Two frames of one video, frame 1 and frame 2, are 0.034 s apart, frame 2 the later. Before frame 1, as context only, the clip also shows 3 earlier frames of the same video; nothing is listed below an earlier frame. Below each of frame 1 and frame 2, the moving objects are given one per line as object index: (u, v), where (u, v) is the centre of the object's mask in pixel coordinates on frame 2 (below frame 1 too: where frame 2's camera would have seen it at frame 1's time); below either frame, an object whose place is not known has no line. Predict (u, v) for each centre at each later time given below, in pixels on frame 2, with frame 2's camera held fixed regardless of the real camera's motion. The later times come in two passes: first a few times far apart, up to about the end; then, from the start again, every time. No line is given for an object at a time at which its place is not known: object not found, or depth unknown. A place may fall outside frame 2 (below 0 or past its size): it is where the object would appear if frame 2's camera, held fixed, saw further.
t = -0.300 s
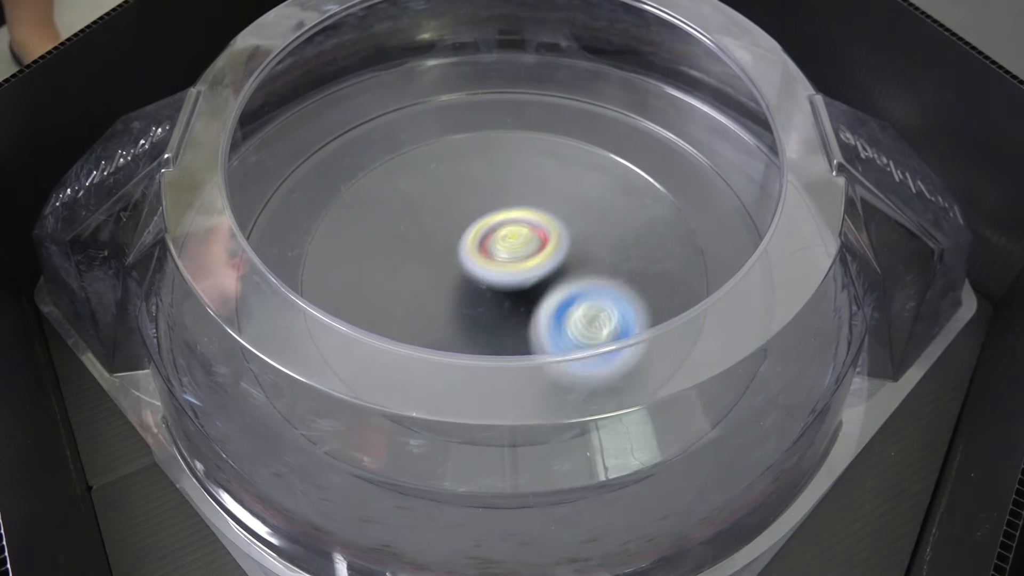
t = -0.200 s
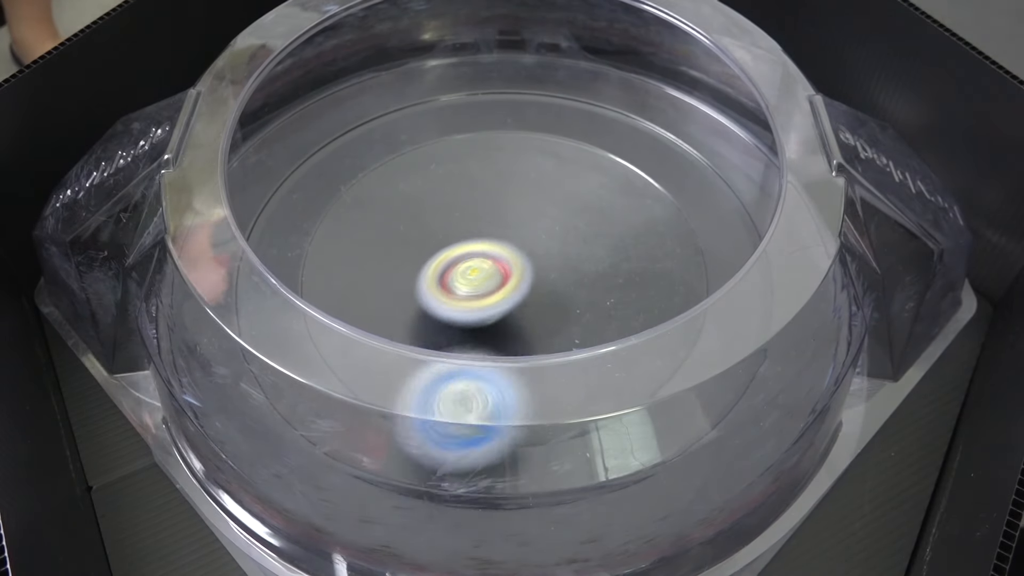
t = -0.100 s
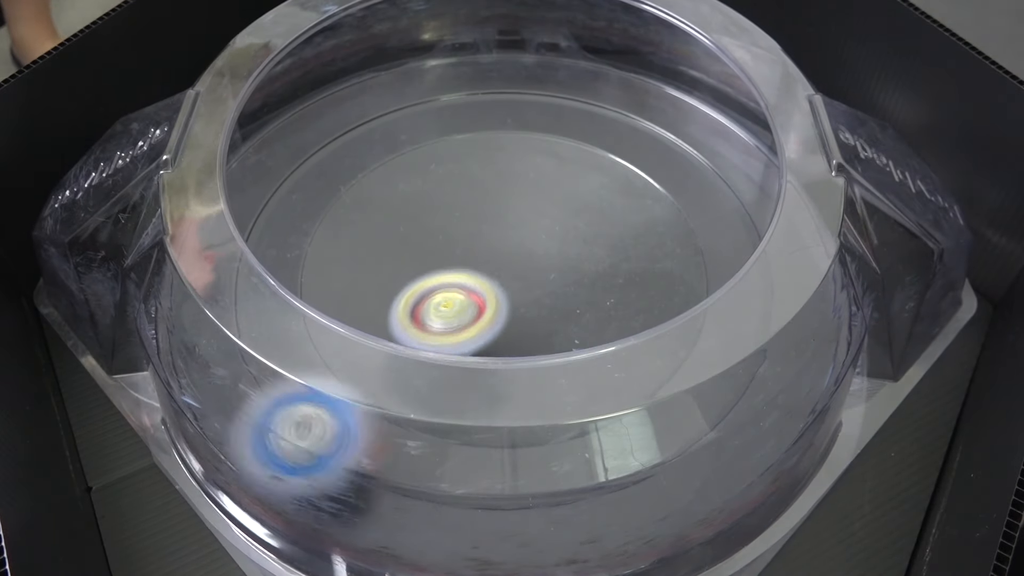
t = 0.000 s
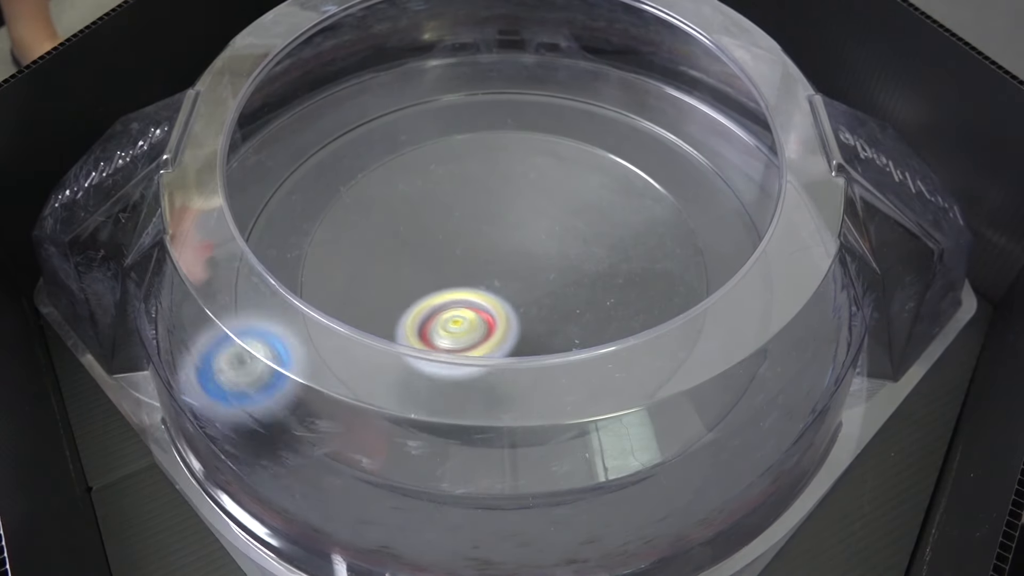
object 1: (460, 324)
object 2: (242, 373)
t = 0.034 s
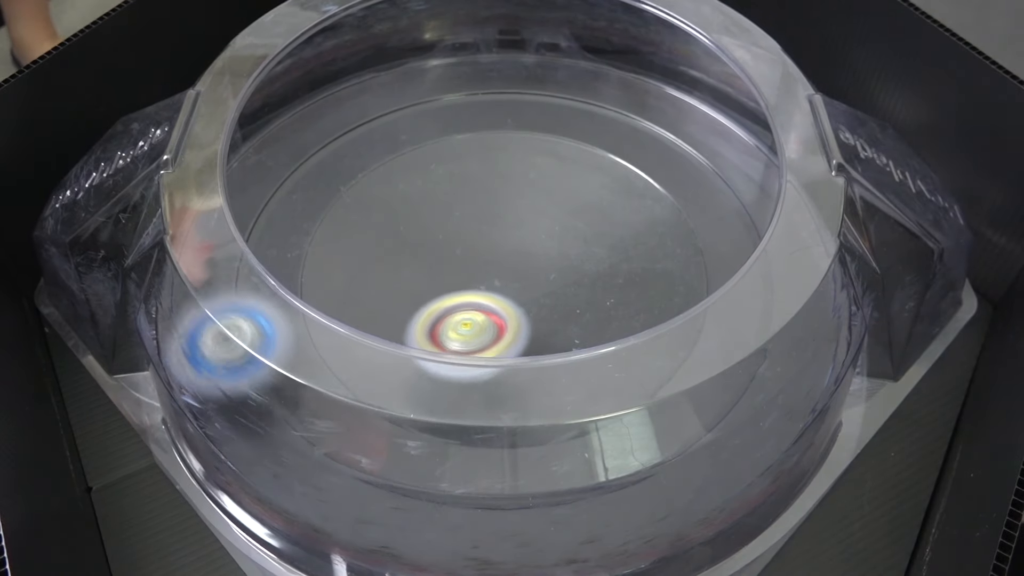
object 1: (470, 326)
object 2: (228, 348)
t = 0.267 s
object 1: (549, 284)
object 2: (197, 186)
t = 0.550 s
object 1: (479, 196)
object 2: (355, 215)
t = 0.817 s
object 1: (634, 233)
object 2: (407, 232)
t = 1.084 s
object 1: (523, 339)
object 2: (597, 188)
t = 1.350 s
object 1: (473, 293)
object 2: (578, 351)
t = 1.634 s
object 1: (491, 225)
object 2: (238, 332)
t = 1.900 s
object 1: (472, 290)
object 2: (212, 178)
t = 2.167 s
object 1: (567, 256)
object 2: (449, 251)
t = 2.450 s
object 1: (664, 134)
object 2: (565, 298)
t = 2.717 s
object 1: (584, 82)
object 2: (405, 357)
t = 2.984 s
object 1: (525, 81)
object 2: (399, 182)
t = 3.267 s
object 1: (552, 81)
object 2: (665, 261)
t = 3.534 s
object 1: (567, 84)
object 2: (605, 467)
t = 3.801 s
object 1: (581, 85)
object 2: (422, 441)
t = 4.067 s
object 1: (616, 92)
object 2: (423, 332)
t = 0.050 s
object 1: (476, 326)
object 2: (219, 335)
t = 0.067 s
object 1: (483, 326)
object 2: (215, 324)
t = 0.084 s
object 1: (490, 326)
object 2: (210, 311)
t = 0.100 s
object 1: (497, 325)
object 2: (206, 300)
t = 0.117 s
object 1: (505, 324)
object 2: (202, 288)
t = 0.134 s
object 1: (512, 323)
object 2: (198, 277)
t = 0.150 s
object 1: (519, 321)
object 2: (191, 266)
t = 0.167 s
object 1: (526, 318)
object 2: (190, 256)
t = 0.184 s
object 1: (533, 315)
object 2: (175, 242)
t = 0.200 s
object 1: (538, 311)
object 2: (170, 232)
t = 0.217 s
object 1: (544, 305)
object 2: (174, 223)
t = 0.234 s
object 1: (547, 299)
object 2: (181, 204)
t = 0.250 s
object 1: (548, 292)
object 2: (190, 195)
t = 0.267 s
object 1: (549, 284)
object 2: (197, 186)
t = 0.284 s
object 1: (549, 277)
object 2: (207, 178)
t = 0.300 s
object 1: (548, 269)
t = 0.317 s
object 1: (545, 261)
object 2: (225, 178)
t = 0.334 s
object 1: (541, 251)
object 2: (235, 177)
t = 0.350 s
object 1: (537, 244)
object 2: (247, 179)
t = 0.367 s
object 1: (532, 236)
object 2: (264, 179)
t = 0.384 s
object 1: (526, 228)
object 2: (269, 182)
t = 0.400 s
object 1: (521, 223)
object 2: (276, 187)
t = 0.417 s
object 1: (515, 218)
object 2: (282, 187)
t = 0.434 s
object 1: (508, 212)
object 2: (292, 190)
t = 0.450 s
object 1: (502, 208)
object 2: (301, 193)
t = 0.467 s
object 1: (495, 205)
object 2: (311, 195)
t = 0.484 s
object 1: (488, 201)
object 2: (321, 200)
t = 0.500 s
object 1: (481, 200)
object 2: (332, 204)
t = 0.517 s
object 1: (474, 198)
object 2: (345, 208)
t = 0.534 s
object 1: (469, 198)
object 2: (359, 211)
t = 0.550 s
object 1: (479, 196)
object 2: (355, 215)
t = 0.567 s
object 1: (493, 195)
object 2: (349, 218)
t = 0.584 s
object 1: (508, 193)
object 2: (343, 222)
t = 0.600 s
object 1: (524, 193)
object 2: (339, 225)
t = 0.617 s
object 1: (538, 193)
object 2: (336, 227)
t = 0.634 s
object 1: (553, 193)
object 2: (336, 229)
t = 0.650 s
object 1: (565, 194)
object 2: (336, 232)
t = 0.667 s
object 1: (577, 195)
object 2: (339, 234)
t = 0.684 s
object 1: (589, 198)
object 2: (342, 236)
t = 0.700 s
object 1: (599, 200)
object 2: (347, 237)
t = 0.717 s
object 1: (608, 203)
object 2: (352, 237)
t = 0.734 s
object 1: (616, 208)
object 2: (360, 237)
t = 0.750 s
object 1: (622, 211)
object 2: (367, 237)
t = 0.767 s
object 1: (628, 217)
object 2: (376, 236)
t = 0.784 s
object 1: (631, 222)
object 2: (386, 235)
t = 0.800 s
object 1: (634, 226)
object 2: (396, 234)
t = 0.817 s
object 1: (634, 233)
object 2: (407, 232)
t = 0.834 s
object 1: (634, 237)
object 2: (419, 230)
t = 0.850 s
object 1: (631, 244)
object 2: (432, 227)
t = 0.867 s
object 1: (628, 250)
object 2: (446, 224)
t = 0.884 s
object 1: (622, 255)
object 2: (461, 222)
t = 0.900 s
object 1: (616, 262)
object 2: (477, 221)
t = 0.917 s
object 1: (607, 266)
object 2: (495, 220)
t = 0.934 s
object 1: (598, 273)
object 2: (509, 220)
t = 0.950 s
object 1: (591, 280)
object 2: (524, 217)
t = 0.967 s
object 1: (584, 290)
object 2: (536, 210)
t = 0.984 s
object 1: (578, 300)
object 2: (547, 204)
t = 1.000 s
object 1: (568, 308)
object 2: (556, 198)
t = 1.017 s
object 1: (560, 314)
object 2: (566, 194)
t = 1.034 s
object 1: (550, 319)
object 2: (574, 190)
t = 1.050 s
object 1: (541, 322)
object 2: (582, 188)
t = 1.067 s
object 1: (533, 334)
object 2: (590, 188)
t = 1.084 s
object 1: (523, 339)
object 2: (597, 188)
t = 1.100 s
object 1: (514, 342)
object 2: (604, 191)
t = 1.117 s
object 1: (505, 344)
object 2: (610, 194)
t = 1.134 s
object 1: (497, 345)
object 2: (615, 199)
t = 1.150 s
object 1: (490, 344)
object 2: (620, 206)
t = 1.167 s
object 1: (483, 343)
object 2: (624, 214)
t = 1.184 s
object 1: (477, 341)
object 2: (628, 222)
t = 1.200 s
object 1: (472, 337)
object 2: (630, 232)
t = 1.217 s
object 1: (468, 334)
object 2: (632, 243)
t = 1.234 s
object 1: (467, 323)
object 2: (632, 256)
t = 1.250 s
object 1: (464, 321)
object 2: (631, 269)
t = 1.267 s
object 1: (463, 318)
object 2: (628, 282)
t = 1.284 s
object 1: (463, 315)
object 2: (622, 294)
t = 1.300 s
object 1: (463, 311)
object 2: (613, 304)
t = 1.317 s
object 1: (466, 306)
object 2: (602, 314)
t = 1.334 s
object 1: (468, 299)
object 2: (589, 321)
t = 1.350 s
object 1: (473, 293)
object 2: (578, 351)
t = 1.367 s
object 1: (477, 286)
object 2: (561, 365)
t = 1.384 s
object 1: (481, 280)
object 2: (543, 375)
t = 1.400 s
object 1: (486, 274)
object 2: (521, 383)
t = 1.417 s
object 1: (490, 268)
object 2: (499, 403)
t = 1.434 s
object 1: (494, 263)
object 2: (475, 405)
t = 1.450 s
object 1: (496, 258)
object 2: (450, 406)
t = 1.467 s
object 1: (498, 252)
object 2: (427, 400)
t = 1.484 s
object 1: (499, 248)
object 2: (400, 400)
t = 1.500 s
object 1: (499, 243)
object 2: (378, 394)
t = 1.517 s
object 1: (500, 239)
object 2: (356, 386)
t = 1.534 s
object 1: (499, 236)
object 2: (333, 382)
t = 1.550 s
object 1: (499, 233)
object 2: (313, 375)
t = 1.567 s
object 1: (498, 231)
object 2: (294, 370)
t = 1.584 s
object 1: (496, 229)
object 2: (276, 365)
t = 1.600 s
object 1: (495, 227)
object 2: (257, 358)
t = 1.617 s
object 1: (493, 226)
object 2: (245, 348)
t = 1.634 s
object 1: (491, 225)
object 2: (238, 332)
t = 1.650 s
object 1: (489, 227)
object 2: (233, 322)
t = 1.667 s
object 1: (486, 227)
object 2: (227, 313)
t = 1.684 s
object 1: (485, 230)
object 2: (218, 301)
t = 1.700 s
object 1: (482, 232)
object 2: (211, 292)
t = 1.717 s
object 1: (479, 235)
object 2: (206, 284)
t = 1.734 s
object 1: (477, 240)
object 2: (200, 273)
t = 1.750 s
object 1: (474, 243)
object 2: (193, 263)
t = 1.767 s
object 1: (472, 248)
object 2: (187, 253)
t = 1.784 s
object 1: (469, 252)
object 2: (185, 243)
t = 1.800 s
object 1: (467, 257)
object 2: (182, 232)
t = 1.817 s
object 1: (466, 263)
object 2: (183, 221)
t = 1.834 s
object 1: (465, 269)
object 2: (187, 213)
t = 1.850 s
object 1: (466, 274)
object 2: (189, 199)
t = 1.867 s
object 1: (466, 279)
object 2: (193, 191)
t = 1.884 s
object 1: (467, 284)
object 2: (202, 180)
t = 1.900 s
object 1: (472, 290)
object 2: (212, 178)
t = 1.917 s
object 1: (476, 295)
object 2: (222, 178)
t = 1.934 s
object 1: (481, 298)
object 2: (235, 178)
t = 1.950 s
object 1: (486, 301)
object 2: (250, 182)
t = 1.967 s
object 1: (493, 302)
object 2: (268, 185)
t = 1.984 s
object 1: (500, 303)
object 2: (276, 191)
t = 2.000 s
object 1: (508, 304)
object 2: (287, 196)
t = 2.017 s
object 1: (515, 302)
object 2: (300, 199)
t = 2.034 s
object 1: (522, 301)
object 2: (315, 206)
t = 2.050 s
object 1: (529, 298)
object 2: (329, 213)
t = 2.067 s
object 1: (535, 294)
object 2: (345, 222)
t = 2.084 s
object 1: (542, 290)
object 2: (363, 228)
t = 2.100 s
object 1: (547, 284)
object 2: (379, 234)
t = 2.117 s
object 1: (551, 277)
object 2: (398, 240)
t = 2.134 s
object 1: (555, 270)
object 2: (418, 245)
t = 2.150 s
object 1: (556, 264)
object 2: (436, 250)
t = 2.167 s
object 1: (567, 256)
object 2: (449, 251)
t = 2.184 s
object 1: (586, 249)
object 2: (452, 249)
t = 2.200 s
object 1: (602, 240)
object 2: (457, 248)
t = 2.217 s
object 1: (619, 232)
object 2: (462, 247)
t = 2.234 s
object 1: (631, 224)
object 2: (470, 246)
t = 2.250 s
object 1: (644, 215)
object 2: (478, 245)
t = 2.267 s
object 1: (654, 208)
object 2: (488, 245)
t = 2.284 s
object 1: (661, 200)
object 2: (497, 247)
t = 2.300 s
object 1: (668, 192)
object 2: (507, 249)
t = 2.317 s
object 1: (671, 185)
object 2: (517, 252)
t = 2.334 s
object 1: (674, 178)
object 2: (526, 256)
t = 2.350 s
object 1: (674, 171)
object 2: (535, 261)
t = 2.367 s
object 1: (672, 164)
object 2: (542, 266)
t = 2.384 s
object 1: (670, 159)
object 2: (549, 272)
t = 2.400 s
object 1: (667, 153)
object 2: (555, 278)
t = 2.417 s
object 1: (666, 147)
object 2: (560, 284)
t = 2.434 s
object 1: (665, 140)
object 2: (563, 291)
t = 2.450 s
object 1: (664, 134)
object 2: (565, 298)
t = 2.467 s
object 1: (665, 128)
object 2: (564, 304)
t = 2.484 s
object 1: (666, 120)
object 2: (563, 309)
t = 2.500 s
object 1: (669, 113)
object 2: (559, 314)
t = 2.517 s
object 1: (668, 104)
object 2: (554, 319)
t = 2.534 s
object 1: (663, 99)
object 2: (547, 322)
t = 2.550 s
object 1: (656, 97)
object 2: (542, 337)
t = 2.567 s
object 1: (649, 98)
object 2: (533, 342)
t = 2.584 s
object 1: (640, 96)
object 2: (522, 350)
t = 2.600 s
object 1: (630, 96)
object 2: (511, 353)
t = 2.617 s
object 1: (621, 94)
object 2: (499, 357)
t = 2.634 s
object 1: (612, 92)
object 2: (484, 362)
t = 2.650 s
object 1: (604, 90)
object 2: (469, 367)
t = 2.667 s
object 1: (598, 88)
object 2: (454, 365)
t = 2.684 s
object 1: (592, 86)
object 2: (438, 363)
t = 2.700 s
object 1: (587, 84)
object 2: (421, 361)
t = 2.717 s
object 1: (584, 82)
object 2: (405, 357)
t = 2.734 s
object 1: (581, 80)
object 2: (389, 351)
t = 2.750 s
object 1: (578, 78)
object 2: (375, 342)
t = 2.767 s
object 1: (574, 76)
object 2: (363, 333)
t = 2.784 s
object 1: (568, 75)
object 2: (352, 322)
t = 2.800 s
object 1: (562, 75)
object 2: (344, 310)
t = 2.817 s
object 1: (555, 75)
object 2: (338, 298)
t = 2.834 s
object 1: (547, 75)
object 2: (337, 282)
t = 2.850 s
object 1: (540, 75)
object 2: (333, 271)
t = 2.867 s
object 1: (535, 76)
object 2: (332, 260)
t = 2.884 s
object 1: (530, 76)
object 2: (335, 248)
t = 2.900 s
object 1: (526, 77)
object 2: (341, 234)
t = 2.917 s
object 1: (524, 77)
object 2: (349, 222)
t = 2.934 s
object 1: (523, 78)
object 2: (360, 211)
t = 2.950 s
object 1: (523, 79)
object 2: (371, 200)
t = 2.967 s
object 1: (524, 80)
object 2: (384, 190)
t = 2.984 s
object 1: (525, 81)
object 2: (399, 182)
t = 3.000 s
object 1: (527, 82)
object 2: (414, 175)
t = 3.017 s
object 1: (528, 83)
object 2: (432, 168)
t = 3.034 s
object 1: (529, 84)
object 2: (450, 163)
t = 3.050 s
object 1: (531, 86)
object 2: (468, 159)
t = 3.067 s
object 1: (532, 87)
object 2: (487, 158)
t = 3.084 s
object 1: (535, 86)
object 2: (504, 159)
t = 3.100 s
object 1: (538, 84)
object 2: (521, 164)
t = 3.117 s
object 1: (542, 82)
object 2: (538, 170)
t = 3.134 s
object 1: (546, 78)
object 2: (556, 176)
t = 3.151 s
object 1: (550, 73)
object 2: (573, 184)
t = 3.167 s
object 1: (553, 69)
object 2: (589, 191)
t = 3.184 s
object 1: (554, 69)
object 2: (606, 202)
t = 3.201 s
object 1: (554, 72)
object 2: (621, 212)
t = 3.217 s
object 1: (553, 75)
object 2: (635, 224)
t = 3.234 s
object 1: (552, 78)
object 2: (646, 233)
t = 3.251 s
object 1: (552, 79)
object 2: (656, 247)
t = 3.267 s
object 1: (552, 81)
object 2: (665, 261)
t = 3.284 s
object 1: (552, 82)
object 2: (668, 272)
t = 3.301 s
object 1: (553, 82)
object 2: (668, 282)
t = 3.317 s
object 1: (555, 82)
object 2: (678, 302)
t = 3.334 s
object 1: (557, 82)
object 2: (677, 316)
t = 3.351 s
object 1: (560, 80)
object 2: (677, 336)
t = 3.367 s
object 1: (564, 78)
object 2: (674, 354)
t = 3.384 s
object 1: (568, 76)
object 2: (671, 375)
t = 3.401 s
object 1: (571, 73)
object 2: (662, 389)
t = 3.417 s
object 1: (573, 72)
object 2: (654, 400)
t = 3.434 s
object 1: (573, 73)
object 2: (650, 414)
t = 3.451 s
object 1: (572, 76)
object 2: (647, 433)
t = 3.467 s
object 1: (570, 78)
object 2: (645, 446)
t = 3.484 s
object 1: (568, 80)
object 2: (640, 454)
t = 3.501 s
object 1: (567, 82)
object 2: (629, 457)
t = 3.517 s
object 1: (567, 83)
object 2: (618, 463)
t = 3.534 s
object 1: (567, 84)
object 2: (605, 467)
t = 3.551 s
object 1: (569, 84)
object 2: (589, 473)
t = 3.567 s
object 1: (571, 84)
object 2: (574, 475)
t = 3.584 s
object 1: (574, 83)
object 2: (558, 476)
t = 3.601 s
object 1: (577, 82)
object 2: (541, 475)
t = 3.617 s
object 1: (581, 80)
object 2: (523, 473)
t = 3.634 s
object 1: (584, 79)
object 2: (504, 471)
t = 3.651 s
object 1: (586, 78)
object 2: (488, 467)
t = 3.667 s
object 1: (587, 77)
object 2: (475, 465)
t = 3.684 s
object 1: (587, 78)
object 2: (462, 463)
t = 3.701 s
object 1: (586, 79)
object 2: (452, 460)
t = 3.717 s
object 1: (584, 81)
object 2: (443, 458)
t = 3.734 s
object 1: (581, 82)
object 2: (436, 456)
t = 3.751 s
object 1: (579, 83)
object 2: (429, 453)
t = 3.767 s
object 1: (579, 84)
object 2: (426, 450)
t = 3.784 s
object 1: (579, 85)
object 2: (423, 446)
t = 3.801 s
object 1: (581, 85)
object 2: (422, 441)
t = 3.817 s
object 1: (583, 86)
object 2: (422, 437)
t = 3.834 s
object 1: (585, 86)
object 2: (421, 434)
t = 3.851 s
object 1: (588, 86)
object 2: (422, 430)
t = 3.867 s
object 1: (591, 87)
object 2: (423, 426)
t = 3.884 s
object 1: (593, 87)
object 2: (425, 422)
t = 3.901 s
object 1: (594, 88)
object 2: (426, 418)
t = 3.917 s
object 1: (597, 88)
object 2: (427, 413)
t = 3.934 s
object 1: (599, 88)
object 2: (429, 409)
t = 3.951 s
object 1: (601, 88)
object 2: (429, 403)
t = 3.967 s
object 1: (604, 89)
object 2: (430, 392)
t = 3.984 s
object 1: (606, 90)
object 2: (431, 380)
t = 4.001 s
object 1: (608, 90)
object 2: (430, 373)
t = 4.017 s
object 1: (610, 91)
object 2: (429, 363)
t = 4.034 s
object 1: (612, 91)
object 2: (427, 354)
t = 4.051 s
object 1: (614, 92)
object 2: (425, 343)
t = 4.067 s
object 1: (616, 92)
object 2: (423, 332)
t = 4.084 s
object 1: (618, 93)
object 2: (423, 315)
